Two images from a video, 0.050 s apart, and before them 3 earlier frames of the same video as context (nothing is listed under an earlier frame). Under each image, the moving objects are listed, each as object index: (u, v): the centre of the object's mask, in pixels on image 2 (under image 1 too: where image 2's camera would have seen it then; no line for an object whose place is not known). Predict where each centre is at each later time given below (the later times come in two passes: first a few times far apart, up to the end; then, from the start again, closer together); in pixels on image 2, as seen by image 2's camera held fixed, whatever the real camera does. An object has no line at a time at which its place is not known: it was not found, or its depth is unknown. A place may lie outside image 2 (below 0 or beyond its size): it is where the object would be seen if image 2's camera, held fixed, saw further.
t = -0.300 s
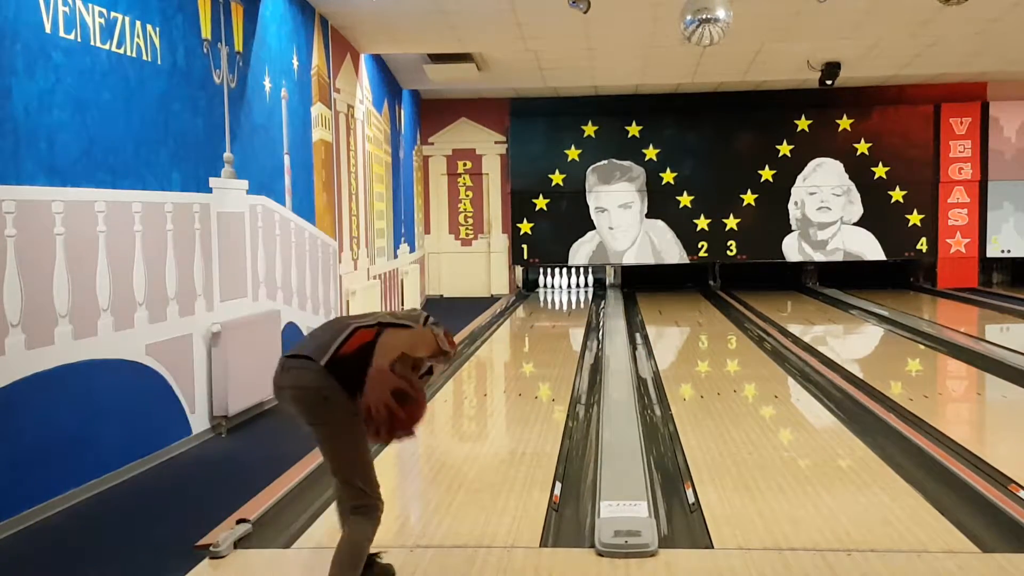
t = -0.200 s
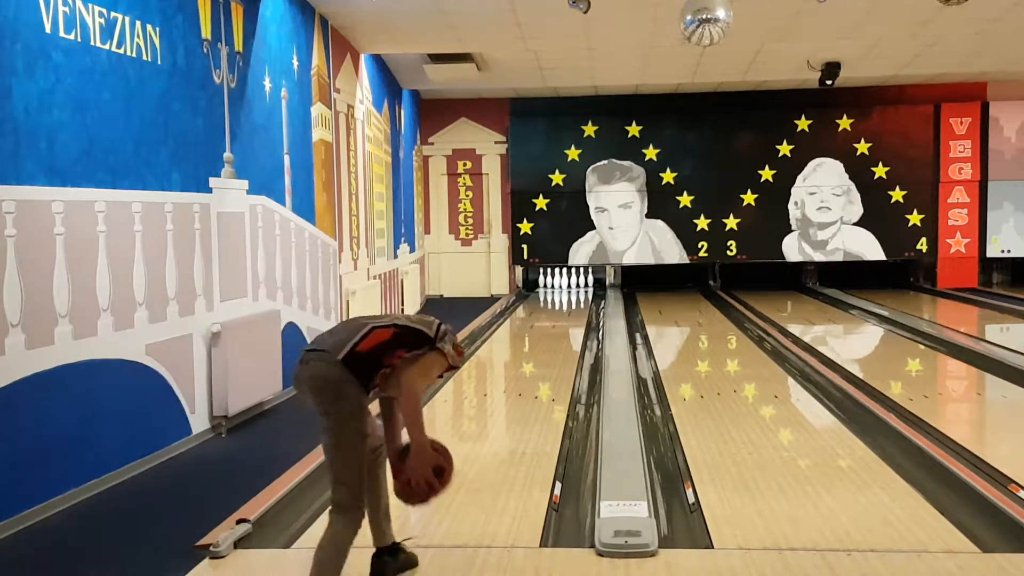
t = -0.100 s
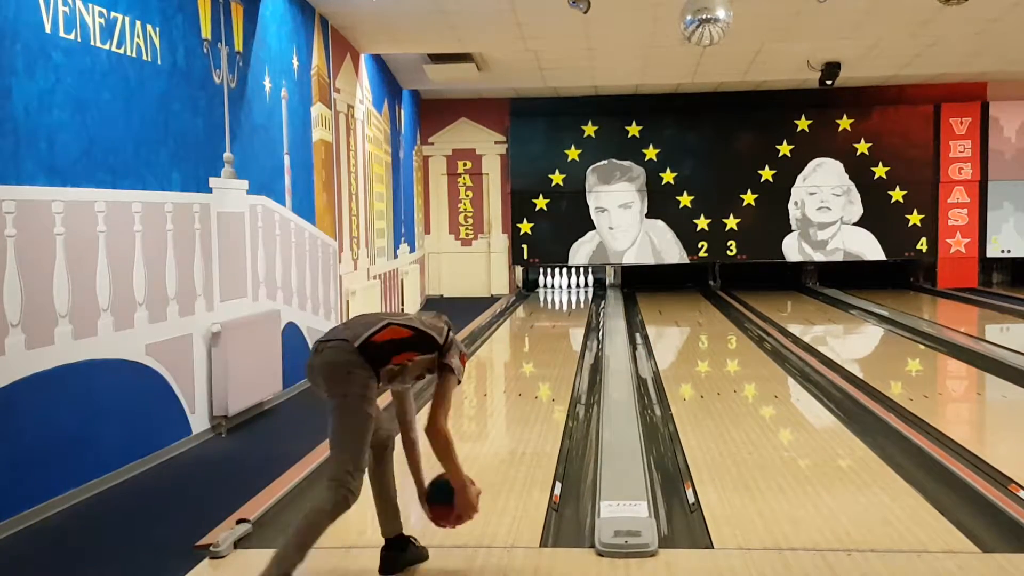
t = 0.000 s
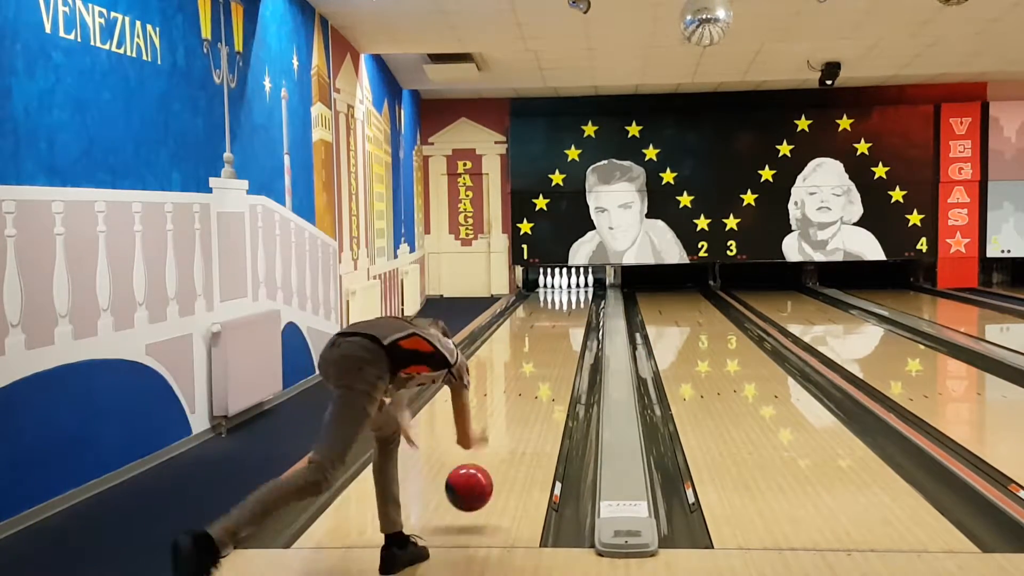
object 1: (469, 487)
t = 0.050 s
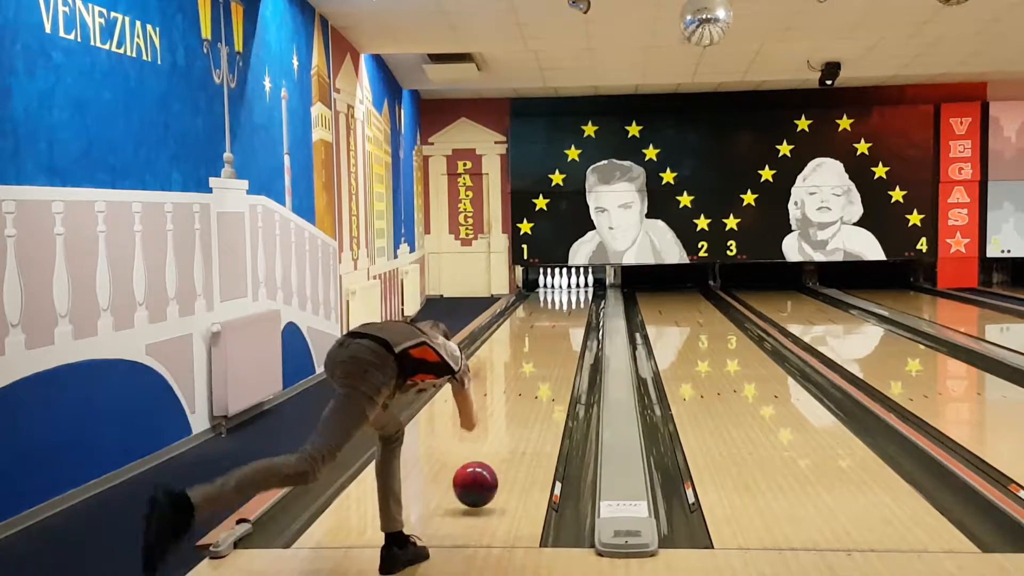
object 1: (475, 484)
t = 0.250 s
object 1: (494, 442)
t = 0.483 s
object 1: (509, 403)
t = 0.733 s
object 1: (519, 375)
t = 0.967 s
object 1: (526, 355)
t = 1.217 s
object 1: (532, 339)
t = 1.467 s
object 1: (537, 326)
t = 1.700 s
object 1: (540, 316)
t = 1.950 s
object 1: (542, 307)
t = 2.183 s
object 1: (544, 300)
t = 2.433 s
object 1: (544, 294)
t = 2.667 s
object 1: (542, 289)
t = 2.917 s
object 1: (538, 284)
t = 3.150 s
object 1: (532, 284)
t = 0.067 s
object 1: (477, 485)
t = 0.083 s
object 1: (479, 479)
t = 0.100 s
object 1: (480, 474)
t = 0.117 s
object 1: (482, 470)
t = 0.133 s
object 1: (484, 464)
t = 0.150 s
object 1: (485, 460)
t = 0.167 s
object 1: (487, 458)
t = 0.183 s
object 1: (488, 455)
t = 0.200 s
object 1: (490, 452)
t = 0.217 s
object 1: (491, 449)
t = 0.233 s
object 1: (493, 445)
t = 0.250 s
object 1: (494, 442)
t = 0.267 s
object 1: (495, 439)
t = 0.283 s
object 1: (497, 436)
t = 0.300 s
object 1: (498, 432)
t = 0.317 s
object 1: (499, 429)
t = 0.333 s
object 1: (500, 427)
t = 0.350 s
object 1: (501, 424)
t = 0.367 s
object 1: (502, 421)
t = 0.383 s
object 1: (503, 418)
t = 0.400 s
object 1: (504, 416)
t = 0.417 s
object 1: (505, 413)
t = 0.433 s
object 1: (506, 411)
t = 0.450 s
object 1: (507, 408)
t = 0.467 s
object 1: (508, 406)
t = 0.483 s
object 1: (509, 403)
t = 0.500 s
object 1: (510, 401)
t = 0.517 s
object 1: (510, 399)
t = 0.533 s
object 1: (511, 397)
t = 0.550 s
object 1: (512, 395)
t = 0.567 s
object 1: (513, 393)
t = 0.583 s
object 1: (513, 391)
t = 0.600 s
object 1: (514, 389)
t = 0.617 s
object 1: (515, 387)
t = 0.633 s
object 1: (516, 385)
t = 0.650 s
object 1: (516, 384)
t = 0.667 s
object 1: (517, 382)
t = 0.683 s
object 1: (518, 380)
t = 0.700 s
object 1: (518, 378)
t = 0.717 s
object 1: (519, 377)
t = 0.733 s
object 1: (519, 375)
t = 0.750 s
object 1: (520, 373)
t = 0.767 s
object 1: (521, 372)
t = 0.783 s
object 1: (521, 370)
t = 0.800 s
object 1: (522, 369)
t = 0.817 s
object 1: (522, 367)
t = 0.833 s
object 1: (523, 366)
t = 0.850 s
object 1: (524, 364)
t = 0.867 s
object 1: (524, 363)
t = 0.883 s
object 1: (524, 361)
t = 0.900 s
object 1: (525, 360)
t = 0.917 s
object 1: (525, 359)
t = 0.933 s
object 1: (526, 357)
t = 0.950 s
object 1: (526, 356)
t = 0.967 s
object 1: (526, 355)
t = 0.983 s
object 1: (527, 353)
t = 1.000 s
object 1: (527, 353)
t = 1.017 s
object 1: (528, 351)
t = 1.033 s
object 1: (528, 350)
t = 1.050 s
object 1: (529, 349)
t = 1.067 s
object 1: (529, 348)
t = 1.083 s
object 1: (530, 347)
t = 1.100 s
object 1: (530, 346)
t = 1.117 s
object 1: (530, 345)
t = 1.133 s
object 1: (531, 344)
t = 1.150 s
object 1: (531, 343)
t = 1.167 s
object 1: (531, 342)
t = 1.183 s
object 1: (532, 341)
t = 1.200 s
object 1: (532, 340)
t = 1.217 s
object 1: (532, 339)
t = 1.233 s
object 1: (532, 338)
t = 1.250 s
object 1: (533, 337)
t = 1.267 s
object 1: (533, 336)
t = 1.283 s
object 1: (534, 335)
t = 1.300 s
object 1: (534, 334)
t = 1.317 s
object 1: (534, 333)
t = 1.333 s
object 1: (534, 332)
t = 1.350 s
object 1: (535, 332)
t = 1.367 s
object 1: (535, 331)
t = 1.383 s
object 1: (535, 330)
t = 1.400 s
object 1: (536, 329)
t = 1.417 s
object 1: (536, 328)
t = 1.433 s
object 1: (536, 327)
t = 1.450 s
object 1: (536, 327)
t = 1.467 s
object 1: (537, 326)
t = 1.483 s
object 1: (537, 325)
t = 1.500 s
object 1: (537, 324)
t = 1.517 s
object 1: (537, 323)
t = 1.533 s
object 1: (538, 323)
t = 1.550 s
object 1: (538, 322)
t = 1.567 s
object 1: (538, 322)
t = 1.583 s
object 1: (538, 320)
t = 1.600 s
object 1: (538, 320)
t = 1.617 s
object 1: (538, 319)
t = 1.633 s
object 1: (539, 319)
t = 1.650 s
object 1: (539, 318)
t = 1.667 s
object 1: (539, 317)
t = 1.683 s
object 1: (539, 317)
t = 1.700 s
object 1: (540, 316)
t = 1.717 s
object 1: (540, 315)
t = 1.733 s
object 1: (540, 315)
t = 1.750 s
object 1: (540, 314)
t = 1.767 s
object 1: (540, 314)
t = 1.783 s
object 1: (540, 313)
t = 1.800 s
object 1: (541, 312)
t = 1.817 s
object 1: (541, 312)
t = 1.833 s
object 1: (541, 311)
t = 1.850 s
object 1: (541, 310)
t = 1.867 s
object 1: (542, 310)
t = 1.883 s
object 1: (542, 309)
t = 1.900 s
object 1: (542, 309)
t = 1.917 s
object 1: (542, 308)
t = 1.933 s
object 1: (542, 308)
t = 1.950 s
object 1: (542, 307)
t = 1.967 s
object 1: (542, 307)
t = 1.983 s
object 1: (543, 306)
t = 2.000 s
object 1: (543, 305)
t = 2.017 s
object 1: (543, 305)
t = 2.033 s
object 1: (543, 305)
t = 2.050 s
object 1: (543, 304)
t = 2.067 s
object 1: (543, 303)
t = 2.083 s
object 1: (544, 303)
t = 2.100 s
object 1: (544, 302)
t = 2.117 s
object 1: (543, 302)
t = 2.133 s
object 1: (544, 302)
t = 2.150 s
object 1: (543, 301)
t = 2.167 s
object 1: (544, 301)
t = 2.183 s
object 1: (544, 300)
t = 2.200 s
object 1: (544, 300)
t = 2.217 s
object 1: (544, 299)
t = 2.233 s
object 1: (544, 299)
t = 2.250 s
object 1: (544, 298)
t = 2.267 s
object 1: (544, 298)
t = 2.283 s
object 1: (544, 297)
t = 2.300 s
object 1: (544, 297)
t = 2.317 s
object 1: (544, 296)
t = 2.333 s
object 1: (544, 296)
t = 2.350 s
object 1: (544, 296)
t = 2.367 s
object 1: (544, 295)
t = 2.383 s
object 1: (544, 295)
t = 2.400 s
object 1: (544, 295)
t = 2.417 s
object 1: (544, 295)
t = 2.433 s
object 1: (544, 294)
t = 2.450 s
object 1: (544, 294)
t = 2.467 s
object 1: (544, 294)
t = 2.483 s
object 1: (544, 293)
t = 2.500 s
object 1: (544, 293)
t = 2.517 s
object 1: (543, 292)
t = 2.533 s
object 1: (544, 292)
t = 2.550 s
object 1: (543, 292)
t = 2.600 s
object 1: (543, 290)
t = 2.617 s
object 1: (543, 290)
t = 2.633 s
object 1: (543, 290)
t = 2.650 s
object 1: (542, 290)
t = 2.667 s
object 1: (542, 289)
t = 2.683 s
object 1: (542, 289)
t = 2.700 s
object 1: (542, 289)
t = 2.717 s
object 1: (542, 288)
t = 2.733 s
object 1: (541, 288)
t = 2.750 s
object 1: (541, 288)
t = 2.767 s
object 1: (541, 287)
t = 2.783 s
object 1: (541, 287)
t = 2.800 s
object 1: (541, 287)
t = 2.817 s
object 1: (540, 287)
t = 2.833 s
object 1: (540, 286)
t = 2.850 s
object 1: (540, 286)
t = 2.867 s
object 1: (540, 286)
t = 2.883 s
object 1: (539, 285)
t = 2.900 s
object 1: (538, 285)
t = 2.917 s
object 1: (538, 284)
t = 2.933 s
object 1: (538, 284)
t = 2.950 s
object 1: (538, 284)
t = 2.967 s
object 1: (538, 284)
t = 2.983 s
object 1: (537, 284)
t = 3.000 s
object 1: (536, 284)
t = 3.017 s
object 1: (536, 283)
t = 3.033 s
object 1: (535, 283)
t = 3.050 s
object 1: (535, 283)
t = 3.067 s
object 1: (535, 282)
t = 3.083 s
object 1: (535, 282)
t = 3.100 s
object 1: (535, 283)
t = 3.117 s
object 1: (534, 284)
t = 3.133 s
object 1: (532, 284)
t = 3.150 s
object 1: (532, 284)
